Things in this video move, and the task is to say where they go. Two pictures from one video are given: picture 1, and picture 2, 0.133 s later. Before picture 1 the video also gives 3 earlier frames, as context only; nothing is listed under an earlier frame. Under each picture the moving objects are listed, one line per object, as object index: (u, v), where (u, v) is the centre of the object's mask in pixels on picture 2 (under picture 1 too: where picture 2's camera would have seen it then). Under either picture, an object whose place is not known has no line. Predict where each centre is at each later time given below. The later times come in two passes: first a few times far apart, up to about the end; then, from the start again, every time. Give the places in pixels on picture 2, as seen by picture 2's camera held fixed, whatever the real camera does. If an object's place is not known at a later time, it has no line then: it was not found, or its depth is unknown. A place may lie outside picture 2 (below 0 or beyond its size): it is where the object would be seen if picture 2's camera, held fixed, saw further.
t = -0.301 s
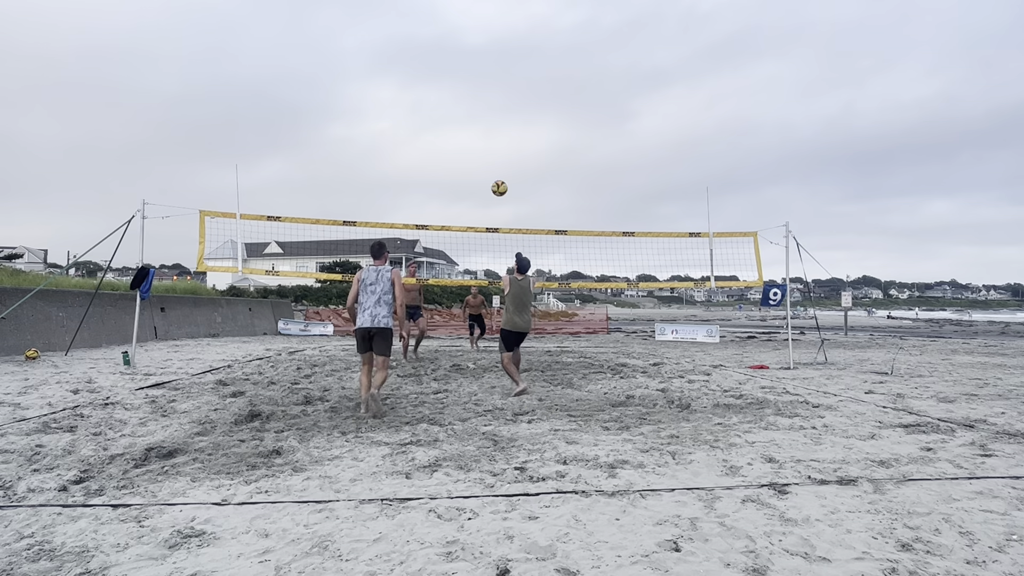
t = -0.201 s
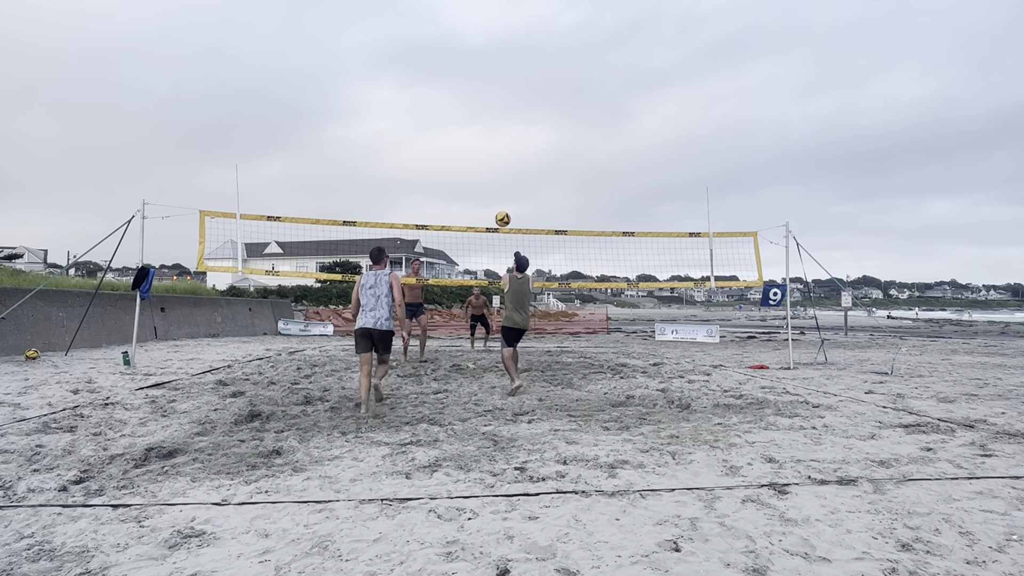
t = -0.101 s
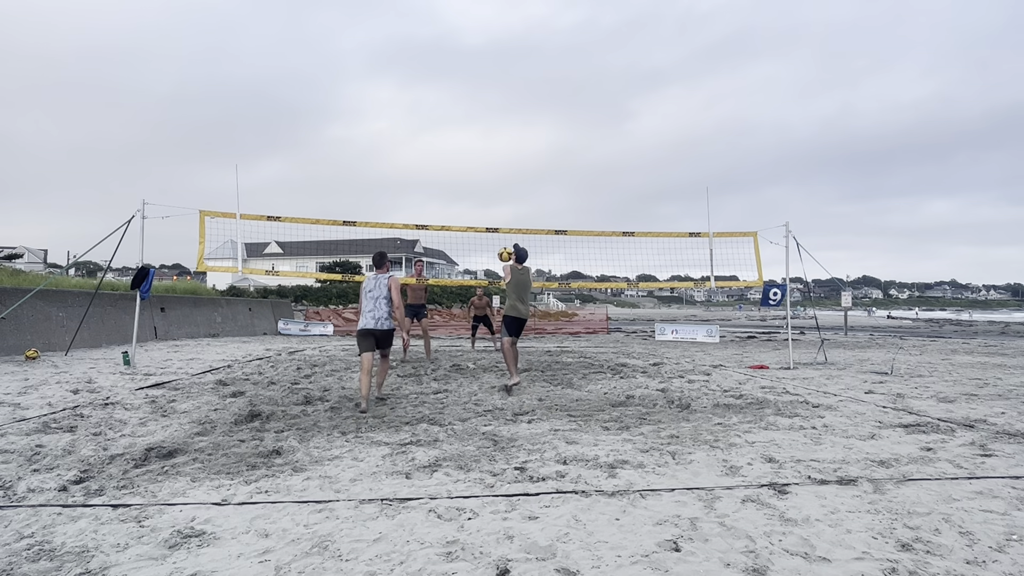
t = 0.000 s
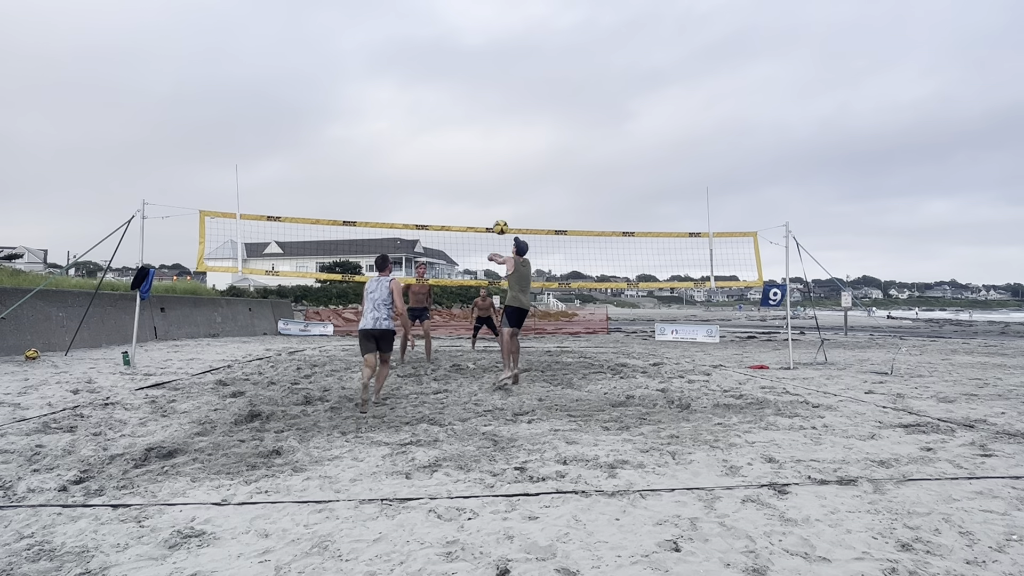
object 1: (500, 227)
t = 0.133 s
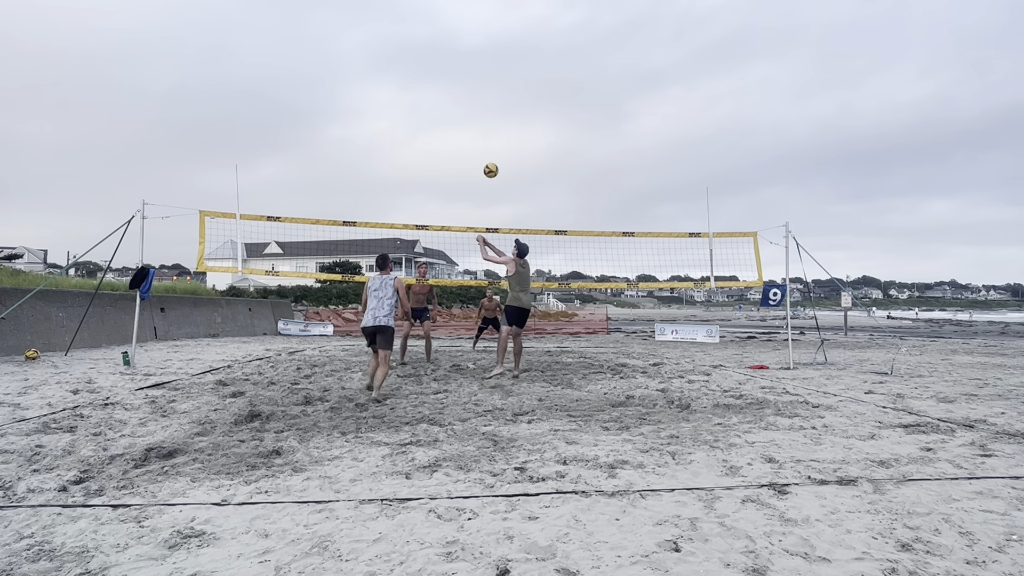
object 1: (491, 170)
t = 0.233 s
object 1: (483, 137)
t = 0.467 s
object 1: (465, 90)
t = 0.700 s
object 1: (445, 83)
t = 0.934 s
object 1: (424, 113)
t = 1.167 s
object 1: (399, 179)
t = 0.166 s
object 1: (488, 158)
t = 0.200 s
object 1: (486, 147)
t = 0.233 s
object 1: (483, 137)
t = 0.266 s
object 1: (481, 128)
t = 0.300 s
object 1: (478, 119)
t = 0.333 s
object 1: (476, 112)
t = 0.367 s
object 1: (473, 105)
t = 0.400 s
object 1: (471, 99)
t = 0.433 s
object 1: (468, 94)
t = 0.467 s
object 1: (465, 90)
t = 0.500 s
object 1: (462, 87)
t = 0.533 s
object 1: (460, 84)
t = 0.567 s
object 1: (457, 83)
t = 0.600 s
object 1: (454, 82)
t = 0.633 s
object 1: (451, 81)
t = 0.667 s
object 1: (448, 82)
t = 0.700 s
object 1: (445, 83)
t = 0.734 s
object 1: (442, 85)
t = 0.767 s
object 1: (439, 88)
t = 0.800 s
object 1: (436, 92)
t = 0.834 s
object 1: (433, 96)
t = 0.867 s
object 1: (430, 101)
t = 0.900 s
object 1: (427, 107)
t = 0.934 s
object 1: (424, 113)
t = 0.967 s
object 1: (421, 121)
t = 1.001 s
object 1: (417, 129)
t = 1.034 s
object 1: (414, 137)
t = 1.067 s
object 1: (410, 146)
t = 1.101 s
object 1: (407, 157)
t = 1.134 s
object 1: (403, 167)
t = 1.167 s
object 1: (399, 179)
